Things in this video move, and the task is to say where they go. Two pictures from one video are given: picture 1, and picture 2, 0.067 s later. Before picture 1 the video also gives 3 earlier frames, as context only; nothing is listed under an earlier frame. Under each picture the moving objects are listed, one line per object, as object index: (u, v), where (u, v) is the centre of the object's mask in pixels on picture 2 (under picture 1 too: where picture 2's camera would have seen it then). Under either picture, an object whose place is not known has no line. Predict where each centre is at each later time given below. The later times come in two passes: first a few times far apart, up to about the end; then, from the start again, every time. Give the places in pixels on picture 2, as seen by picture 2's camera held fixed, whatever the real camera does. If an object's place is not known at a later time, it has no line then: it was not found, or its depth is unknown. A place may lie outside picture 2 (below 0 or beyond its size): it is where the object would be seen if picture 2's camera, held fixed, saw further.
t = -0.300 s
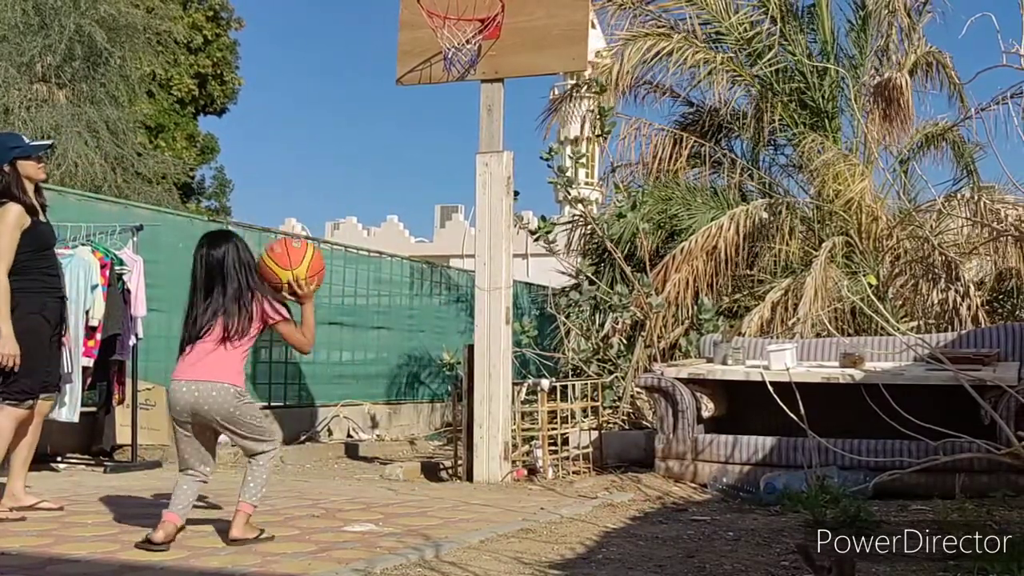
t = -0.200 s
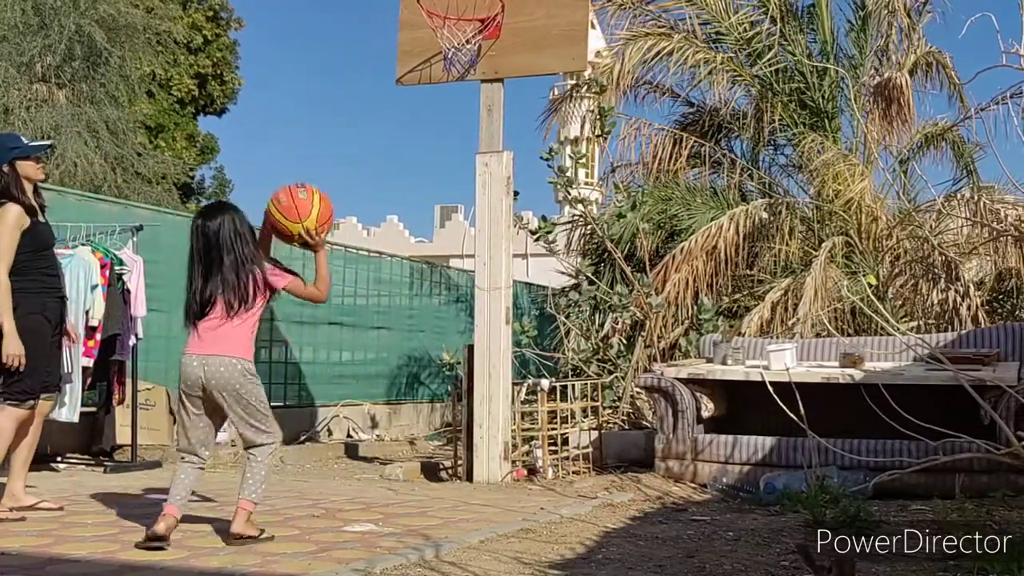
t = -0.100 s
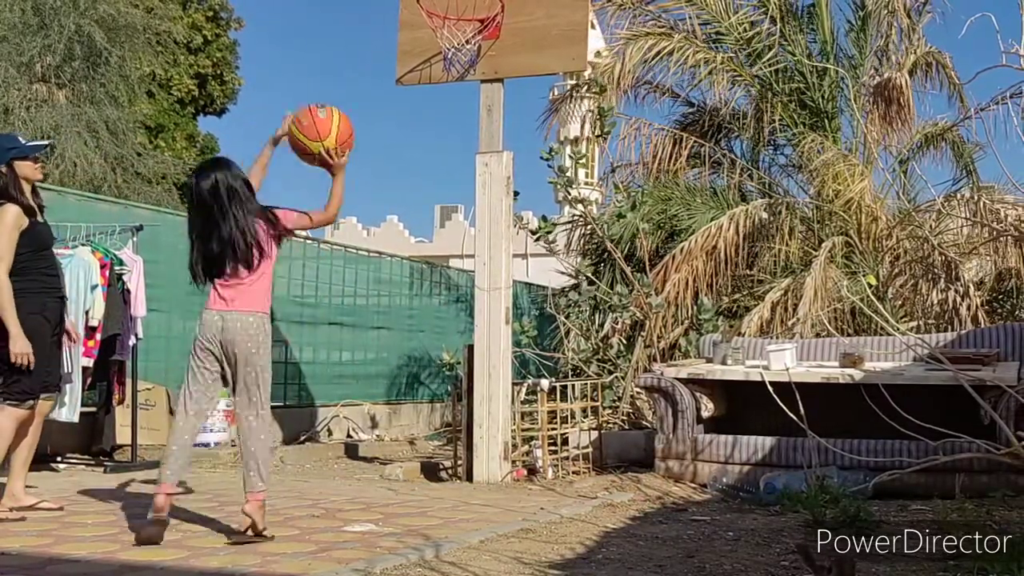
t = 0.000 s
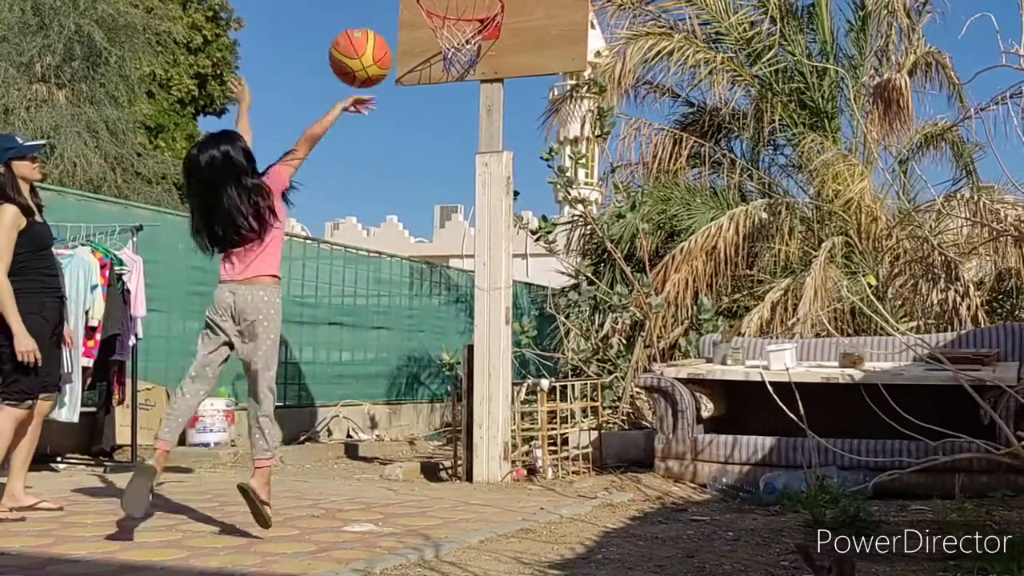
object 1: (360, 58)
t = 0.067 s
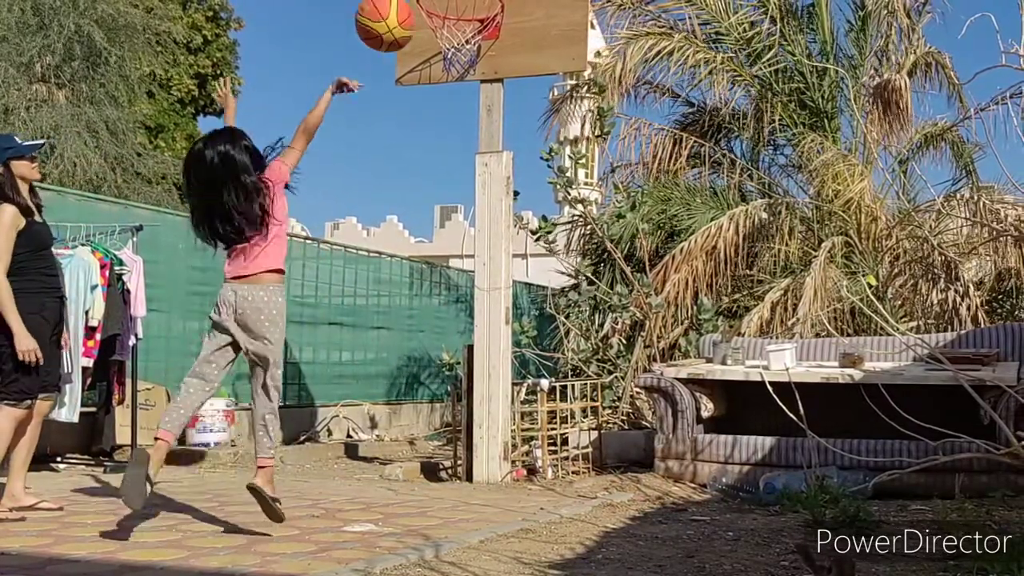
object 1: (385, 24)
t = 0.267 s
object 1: (450, 5)
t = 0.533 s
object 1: (515, 62)
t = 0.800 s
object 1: (568, 261)
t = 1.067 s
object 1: (617, 388)
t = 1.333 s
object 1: (684, 197)
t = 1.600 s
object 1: (752, 126)
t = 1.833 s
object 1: (812, 167)
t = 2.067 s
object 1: (880, 320)
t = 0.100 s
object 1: (397, 17)
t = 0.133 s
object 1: (408, 12)
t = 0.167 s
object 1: (419, 8)
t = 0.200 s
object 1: (430, 6)
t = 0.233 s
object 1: (439, 4)
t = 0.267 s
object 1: (450, 5)
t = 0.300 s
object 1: (458, 5)
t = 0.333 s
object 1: (467, 7)
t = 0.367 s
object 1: (476, 10)
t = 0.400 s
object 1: (483, 14)
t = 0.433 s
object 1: (491, 20)
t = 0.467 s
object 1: (500, 30)
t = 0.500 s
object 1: (507, 45)
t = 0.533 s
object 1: (515, 62)
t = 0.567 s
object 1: (523, 81)
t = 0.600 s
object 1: (530, 101)
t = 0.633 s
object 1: (536, 124)
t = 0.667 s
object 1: (543, 149)
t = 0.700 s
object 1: (550, 174)
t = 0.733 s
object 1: (557, 201)
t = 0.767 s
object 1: (563, 230)
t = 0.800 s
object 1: (568, 261)
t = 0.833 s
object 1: (574, 292)
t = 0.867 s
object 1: (580, 325)
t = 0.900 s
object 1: (585, 361)
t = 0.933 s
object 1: (590, 398)
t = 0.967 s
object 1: (595, 436)
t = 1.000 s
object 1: (599, 455)
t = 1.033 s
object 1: (609, 420)
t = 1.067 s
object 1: (617, 388)
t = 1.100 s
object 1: (624, 357)
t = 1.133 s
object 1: (634, 329)
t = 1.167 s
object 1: (642, 303)
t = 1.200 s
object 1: (650, 277)
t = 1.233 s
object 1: (659, 254)
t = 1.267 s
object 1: (667, 234)
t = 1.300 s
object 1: (676, 215)
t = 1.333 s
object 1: (684, 197)
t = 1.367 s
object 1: (693, 182)
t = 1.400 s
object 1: (701, 168)
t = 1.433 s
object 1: (709, 156)
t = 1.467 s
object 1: (717, 146)
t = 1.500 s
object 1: (727, 138)
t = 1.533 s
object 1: (735, 132)
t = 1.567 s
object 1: (744, 128)
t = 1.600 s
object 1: (752, 126)
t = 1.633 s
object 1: (760, 125)
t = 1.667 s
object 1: (769, 127)
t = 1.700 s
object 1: (778, 131)
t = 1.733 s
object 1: (787, 137)
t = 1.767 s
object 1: (796, 145)
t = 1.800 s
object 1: (806, 155)
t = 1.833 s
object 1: (812, 167)
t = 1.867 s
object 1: (823, 182)
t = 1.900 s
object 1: (831, 199)
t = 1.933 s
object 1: (841, 219)
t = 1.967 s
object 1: (850, 240)
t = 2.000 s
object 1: (859, 264)
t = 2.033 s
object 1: (869, 290)
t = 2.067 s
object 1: (880, 320)
